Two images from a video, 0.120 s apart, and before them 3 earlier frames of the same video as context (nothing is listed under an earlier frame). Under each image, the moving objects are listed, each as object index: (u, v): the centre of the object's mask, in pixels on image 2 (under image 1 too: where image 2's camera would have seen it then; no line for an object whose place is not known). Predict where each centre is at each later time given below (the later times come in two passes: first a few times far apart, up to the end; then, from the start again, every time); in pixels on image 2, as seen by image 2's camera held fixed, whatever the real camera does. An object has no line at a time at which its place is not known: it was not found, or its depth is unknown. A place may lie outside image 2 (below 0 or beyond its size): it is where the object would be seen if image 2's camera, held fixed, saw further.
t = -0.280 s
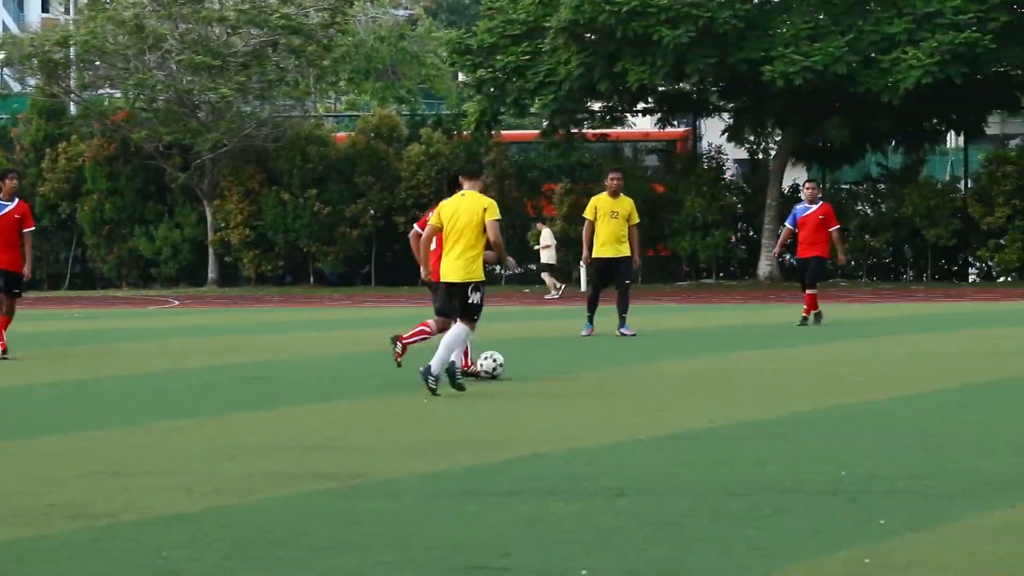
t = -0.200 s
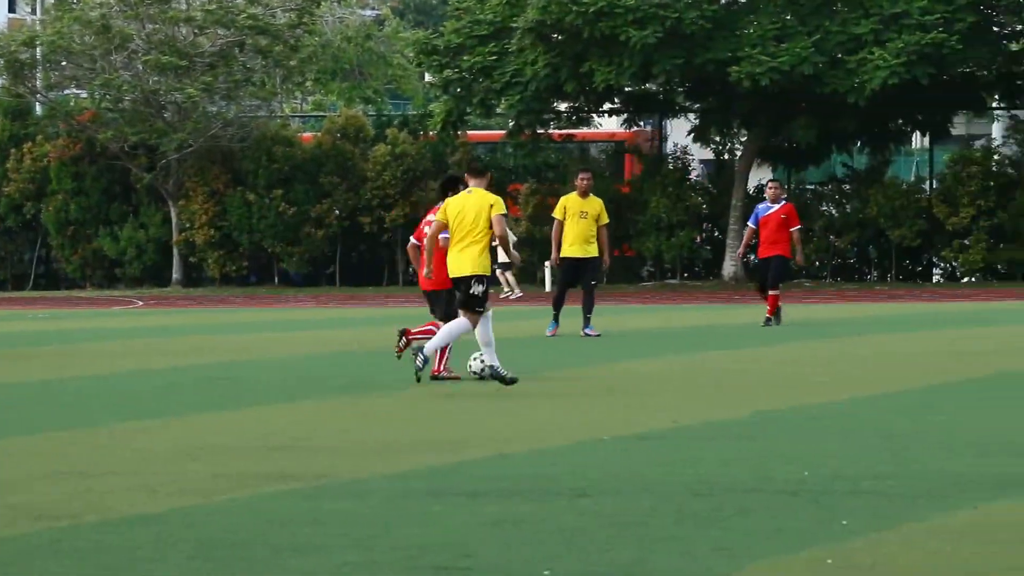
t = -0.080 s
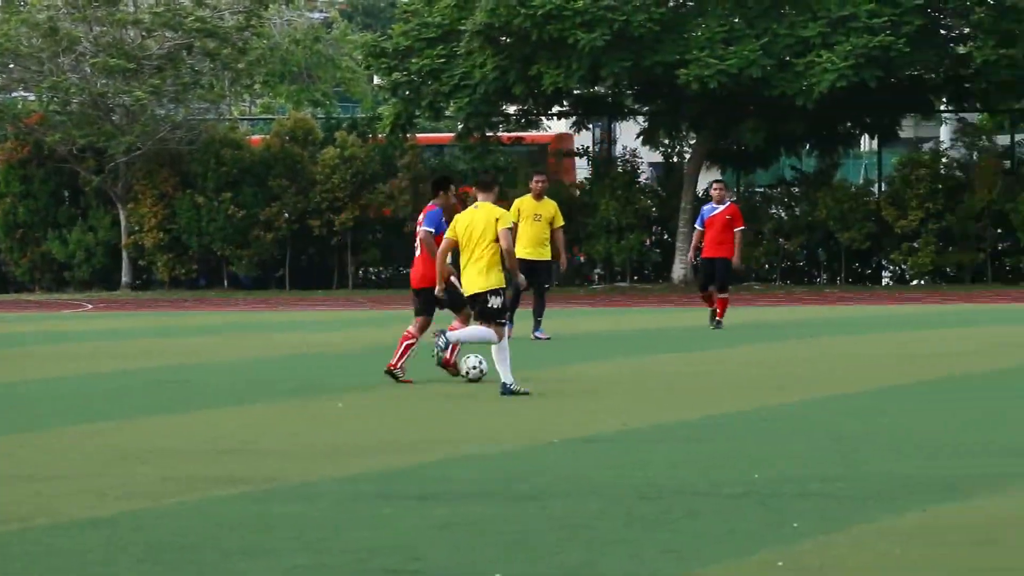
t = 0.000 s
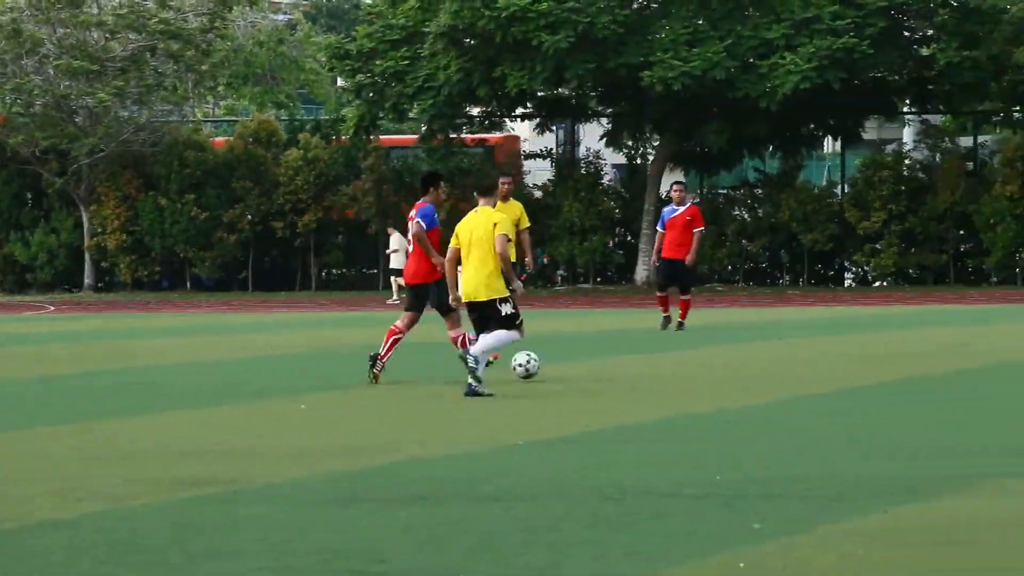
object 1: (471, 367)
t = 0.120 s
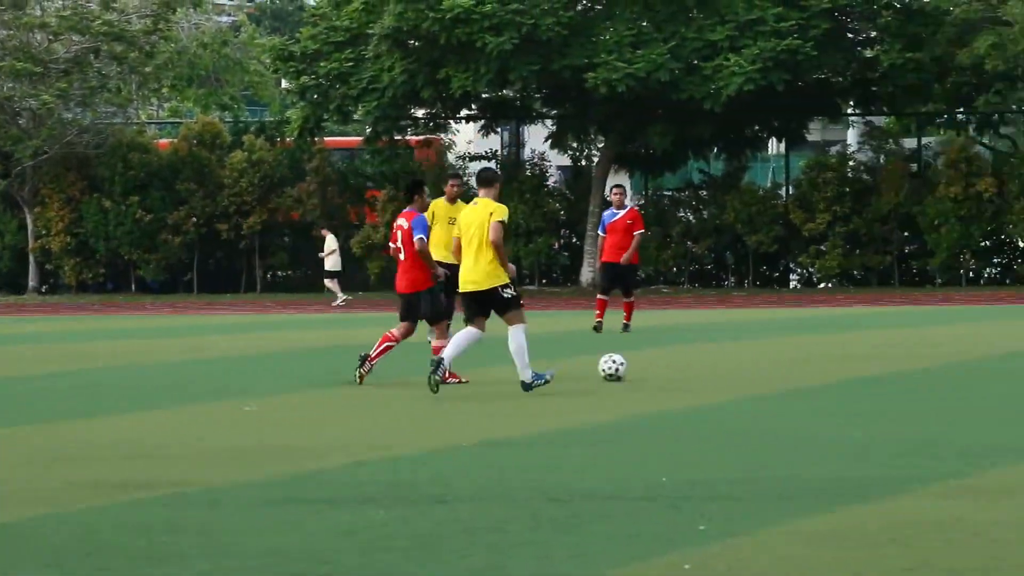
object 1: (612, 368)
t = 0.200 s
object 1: (700, 362)
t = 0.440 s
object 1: (940, 356)
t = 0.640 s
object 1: (1117, 345)
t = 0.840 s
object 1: (1266, 341)
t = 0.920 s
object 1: (1321, 345)
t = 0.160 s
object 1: (656, 364)
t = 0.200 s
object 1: (700, 362)
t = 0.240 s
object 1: (743, 362)
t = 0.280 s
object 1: (786, 364)
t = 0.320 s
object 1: (826, 363)
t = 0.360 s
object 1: (864, 359)
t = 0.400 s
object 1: (902, 356)
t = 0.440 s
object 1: (940, 356)
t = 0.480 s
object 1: (979, 356)
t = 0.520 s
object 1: (1015, 352)
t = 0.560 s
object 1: (1048, 347)
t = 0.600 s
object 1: (1082, 347)
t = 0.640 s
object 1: (1117, 345)
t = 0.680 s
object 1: (1150, 343)
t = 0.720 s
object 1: (1183, 345)
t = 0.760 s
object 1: (1211, 342)
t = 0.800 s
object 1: (1239, 339)
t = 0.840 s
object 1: (1266, 341)
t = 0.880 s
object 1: (1293, 343)
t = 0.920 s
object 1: (1321, 345)
